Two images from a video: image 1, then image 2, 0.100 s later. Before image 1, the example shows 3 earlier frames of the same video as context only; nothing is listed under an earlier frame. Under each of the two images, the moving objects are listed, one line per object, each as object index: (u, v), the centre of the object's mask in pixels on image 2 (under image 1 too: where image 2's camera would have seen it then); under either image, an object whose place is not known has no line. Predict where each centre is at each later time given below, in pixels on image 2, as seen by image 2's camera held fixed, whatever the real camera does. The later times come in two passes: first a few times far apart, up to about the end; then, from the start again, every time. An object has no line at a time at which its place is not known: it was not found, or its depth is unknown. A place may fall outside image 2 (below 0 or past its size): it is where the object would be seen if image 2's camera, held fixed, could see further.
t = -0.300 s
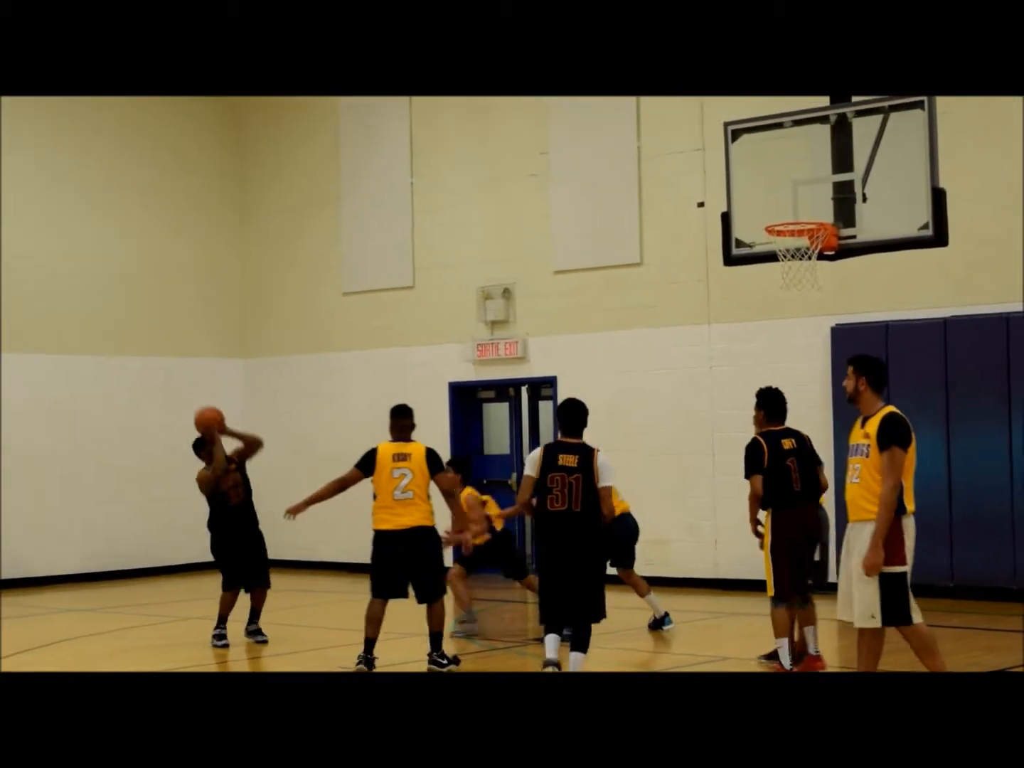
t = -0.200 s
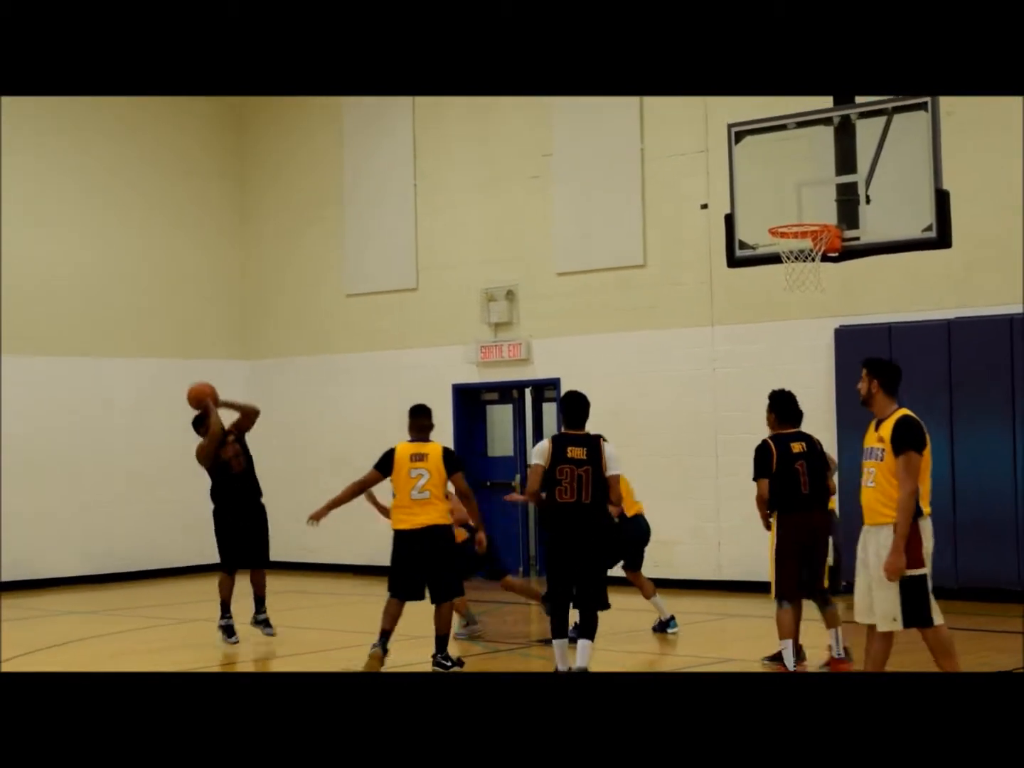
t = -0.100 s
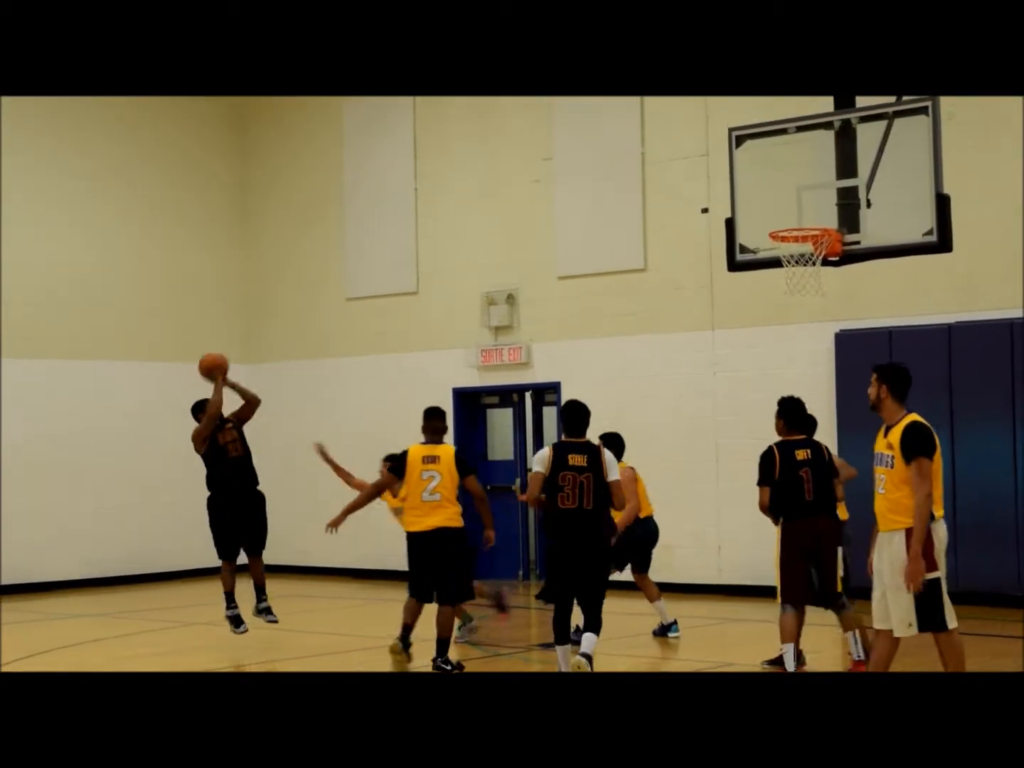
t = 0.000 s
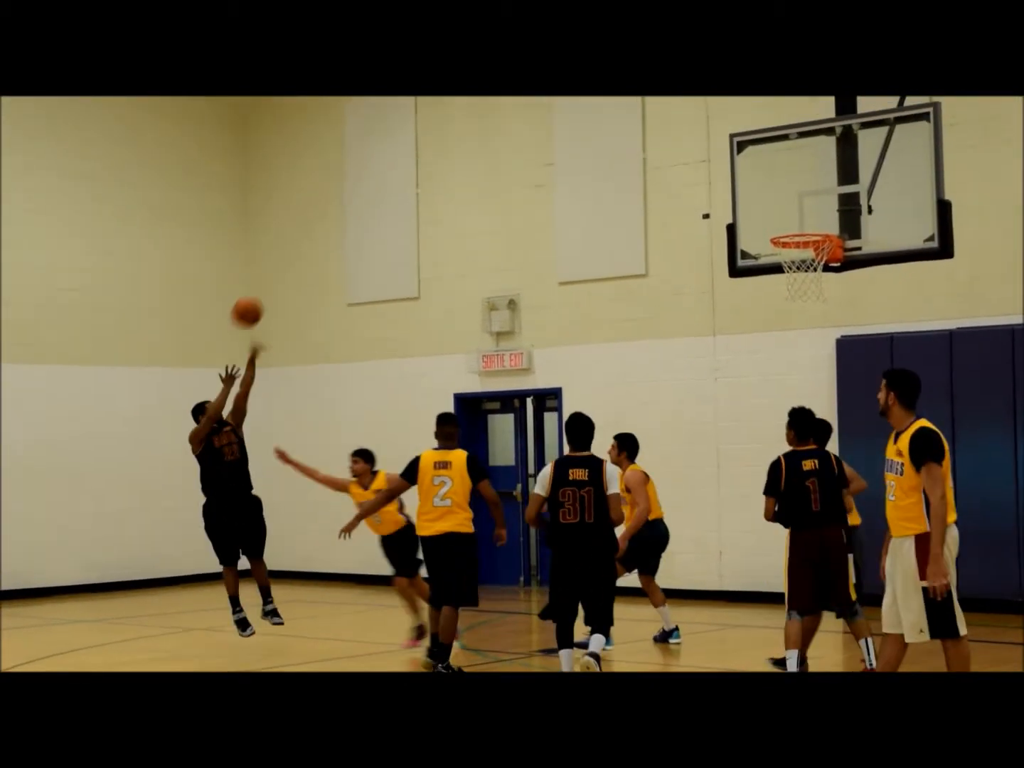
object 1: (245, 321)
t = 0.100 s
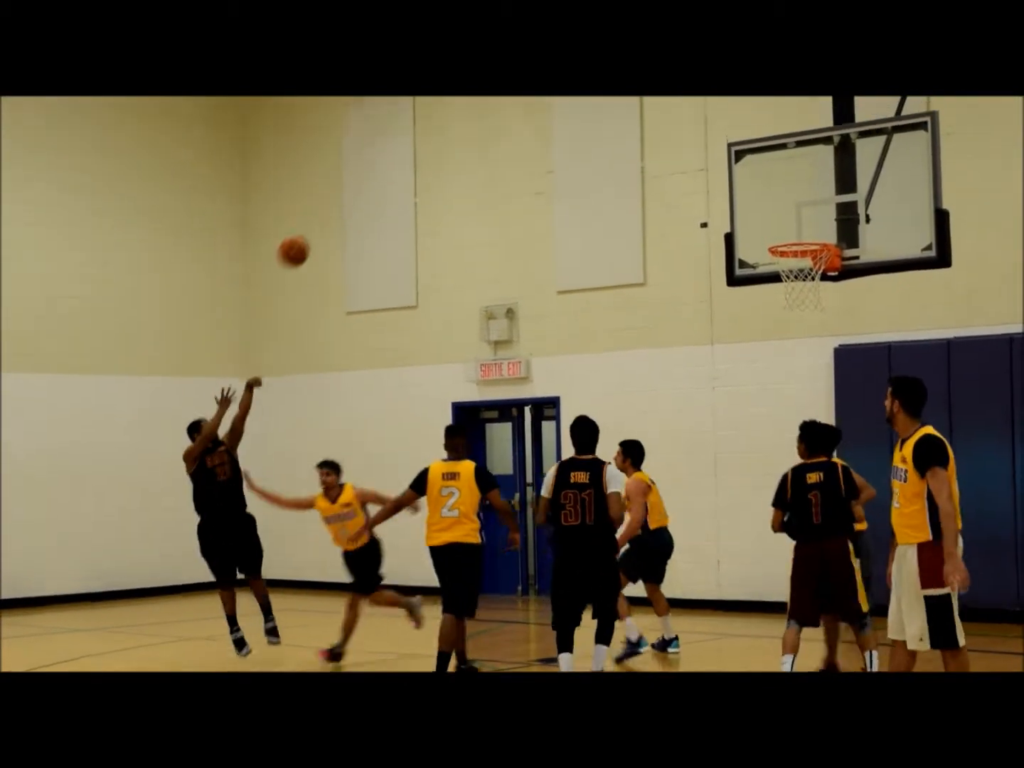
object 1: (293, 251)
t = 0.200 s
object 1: (342, 194)
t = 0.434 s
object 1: (457, 108)
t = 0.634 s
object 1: (557, 86)
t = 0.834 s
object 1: (662, 115)
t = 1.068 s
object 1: (788, 217)
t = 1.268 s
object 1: (800, 345)
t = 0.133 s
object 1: (310, 231)
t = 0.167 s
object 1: (326, 212)
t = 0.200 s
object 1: (342, 194)
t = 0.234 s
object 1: (358, 178)
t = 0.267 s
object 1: (375, 163)
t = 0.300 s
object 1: (391, 149)
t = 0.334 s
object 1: (408, 137)
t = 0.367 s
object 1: (424, 126)
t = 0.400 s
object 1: (440, 116)
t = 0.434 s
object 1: (457, 108)
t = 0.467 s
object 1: (473, 101)
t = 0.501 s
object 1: (490, 95)
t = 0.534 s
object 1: (507, 90)
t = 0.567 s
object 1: (523, 88)
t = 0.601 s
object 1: (540, 87)
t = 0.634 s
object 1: (557, 86)
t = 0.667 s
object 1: (574, 87)
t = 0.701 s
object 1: (592, 90)
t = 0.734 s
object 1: (609, 94)
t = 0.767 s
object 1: (627, 99)
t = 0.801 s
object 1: (644, 107)
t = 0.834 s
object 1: (662, 115)
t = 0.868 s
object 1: (680, 125)
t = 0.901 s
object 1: (697, 136)
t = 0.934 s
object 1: (715, 149)
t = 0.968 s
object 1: (733, 164)
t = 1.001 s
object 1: (752, 180)
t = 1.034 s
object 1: (769, 197)
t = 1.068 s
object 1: (788, 217)
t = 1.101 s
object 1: (806, 234)
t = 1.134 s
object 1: (815, 258)
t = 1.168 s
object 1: (814, 278)
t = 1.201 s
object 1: (809, 299)
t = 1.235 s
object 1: (805, 322)
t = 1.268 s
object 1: (800, 345)
